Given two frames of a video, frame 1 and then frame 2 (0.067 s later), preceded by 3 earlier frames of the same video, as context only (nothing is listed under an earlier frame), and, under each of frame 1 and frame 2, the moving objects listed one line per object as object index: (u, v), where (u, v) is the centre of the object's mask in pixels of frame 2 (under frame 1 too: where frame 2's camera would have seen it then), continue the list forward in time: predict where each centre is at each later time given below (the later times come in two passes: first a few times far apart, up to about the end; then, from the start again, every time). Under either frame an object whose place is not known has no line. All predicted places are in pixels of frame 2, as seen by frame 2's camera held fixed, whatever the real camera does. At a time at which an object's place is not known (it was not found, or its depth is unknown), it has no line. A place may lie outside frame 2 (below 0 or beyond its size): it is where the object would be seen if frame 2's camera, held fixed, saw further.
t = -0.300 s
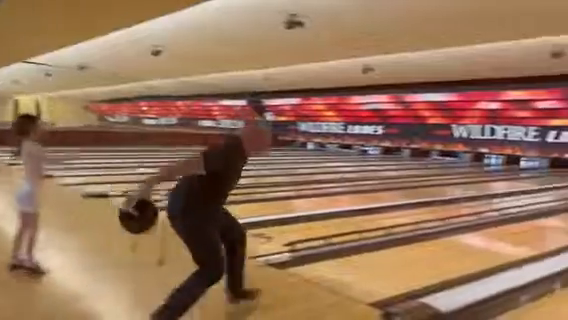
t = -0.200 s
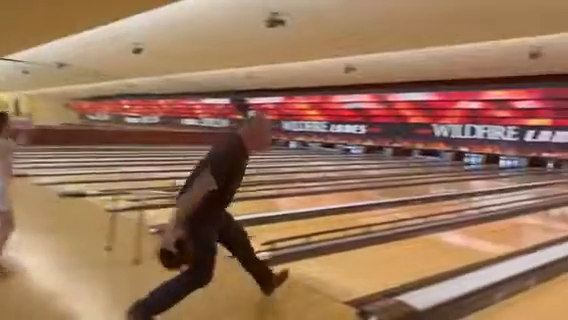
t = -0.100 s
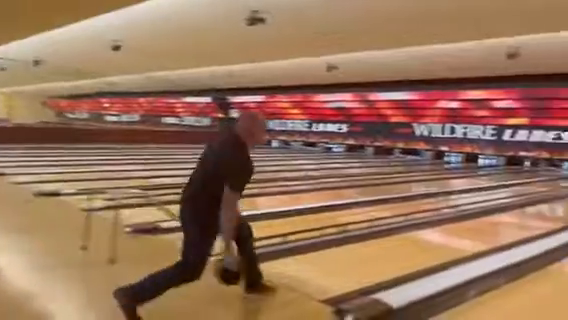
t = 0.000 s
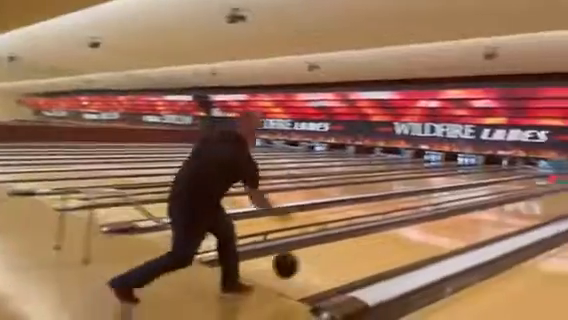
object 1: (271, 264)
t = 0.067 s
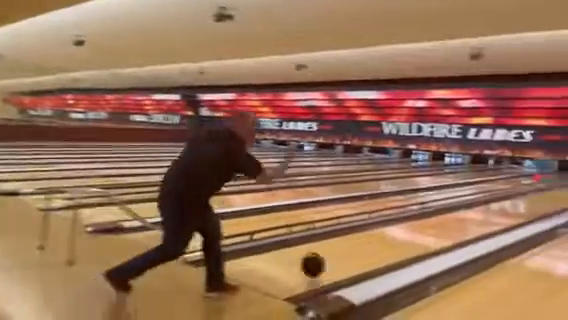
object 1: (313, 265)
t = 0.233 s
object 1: (390, 245)
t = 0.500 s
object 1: (470, 222)
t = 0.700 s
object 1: (507, 211)
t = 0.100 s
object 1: (330, 262)
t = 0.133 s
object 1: (347, 256)
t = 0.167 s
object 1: (363, 251)
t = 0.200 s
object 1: (377, 248)
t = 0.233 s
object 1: (390, 245)
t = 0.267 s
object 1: (402, 242)
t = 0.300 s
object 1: (414, 239)
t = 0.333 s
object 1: (425, 236)
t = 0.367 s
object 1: (435, 232)
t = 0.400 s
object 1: (444, 230)
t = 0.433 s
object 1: (453, 227)
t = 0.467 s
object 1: (461, 225)
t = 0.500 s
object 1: (470, 222)
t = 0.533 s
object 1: (477, 220)
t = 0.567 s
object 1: (484, 218)
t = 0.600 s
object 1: (490, 216)
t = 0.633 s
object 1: (496, 214)
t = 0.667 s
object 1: (502, 212)
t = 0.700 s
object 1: (507, 211)
